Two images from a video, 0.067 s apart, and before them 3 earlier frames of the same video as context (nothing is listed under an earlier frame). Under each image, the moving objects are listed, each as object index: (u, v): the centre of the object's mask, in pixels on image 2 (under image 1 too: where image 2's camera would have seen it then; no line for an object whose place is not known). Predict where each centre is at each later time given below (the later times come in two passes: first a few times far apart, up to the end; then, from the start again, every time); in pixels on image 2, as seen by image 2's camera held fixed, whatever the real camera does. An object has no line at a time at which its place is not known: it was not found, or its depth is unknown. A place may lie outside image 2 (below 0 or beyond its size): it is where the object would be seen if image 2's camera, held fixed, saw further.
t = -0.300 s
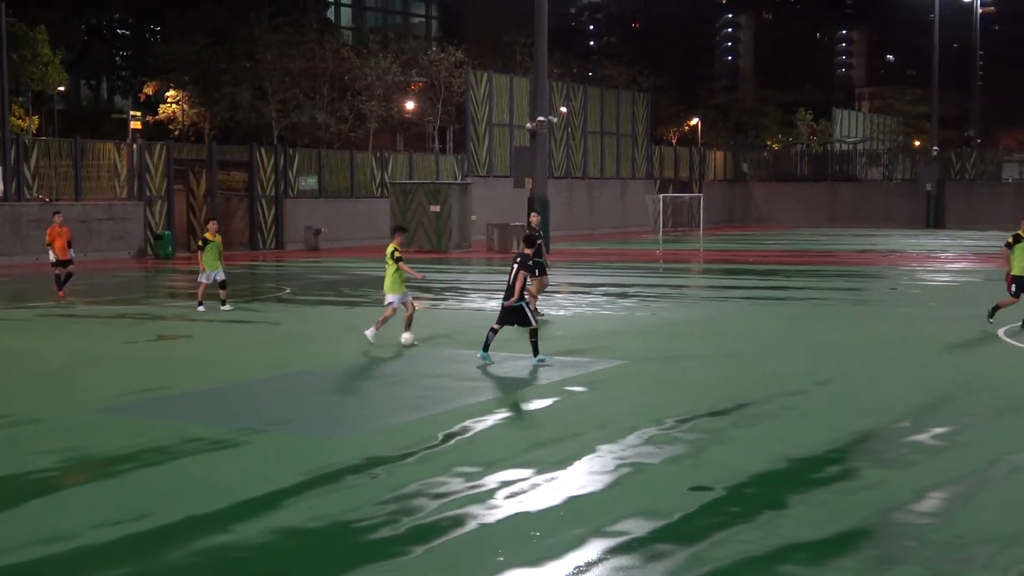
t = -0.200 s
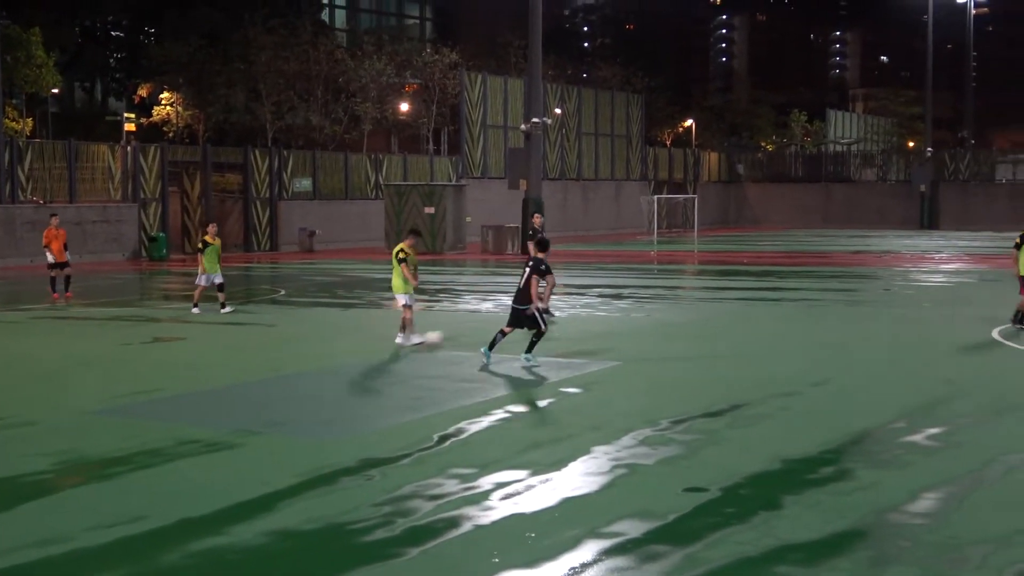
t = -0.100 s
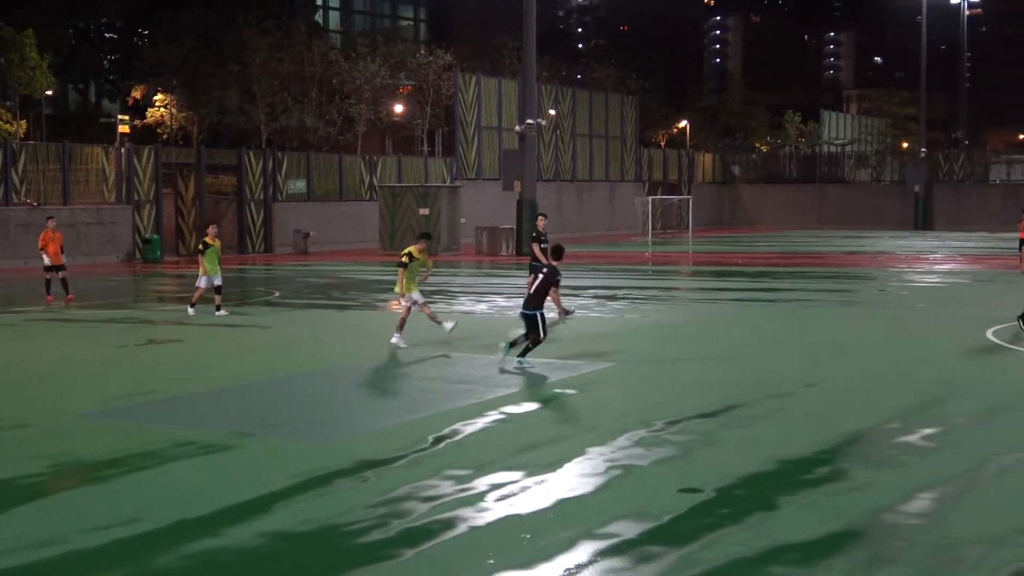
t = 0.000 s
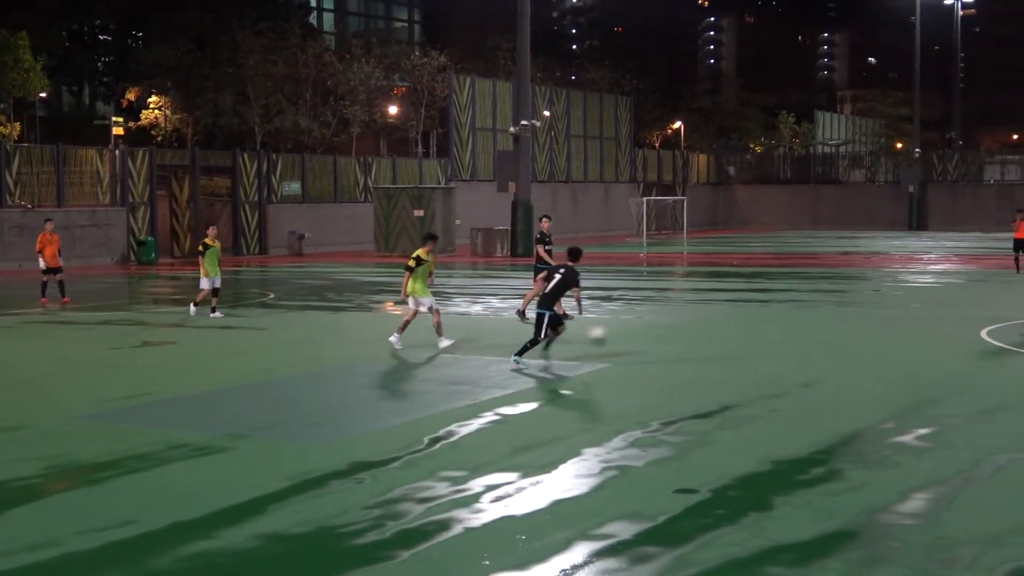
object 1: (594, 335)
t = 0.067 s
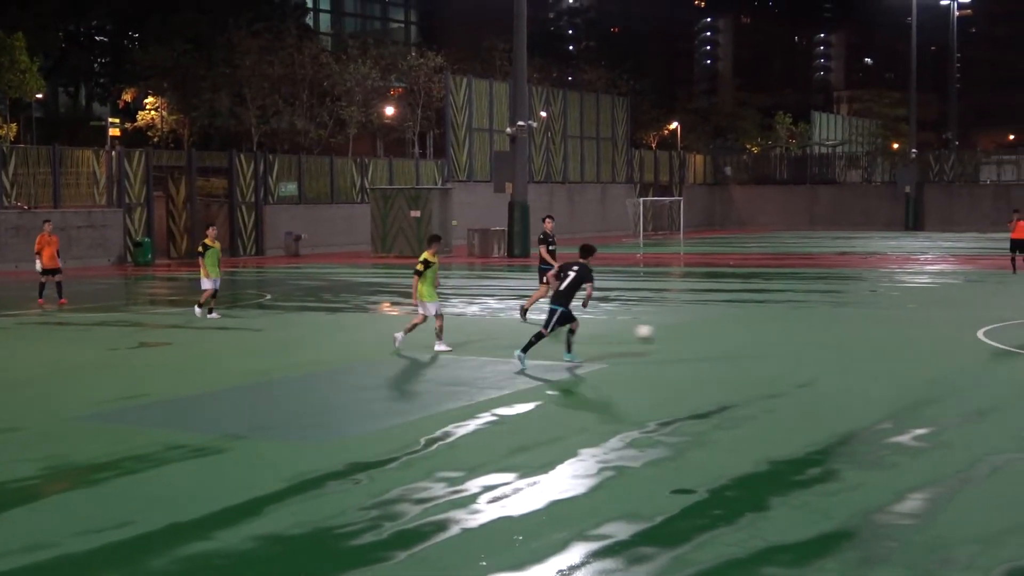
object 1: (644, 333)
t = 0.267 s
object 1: (776, 327)
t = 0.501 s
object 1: (894, 323)
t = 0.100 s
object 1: (668, 332)
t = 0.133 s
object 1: (691, 330)
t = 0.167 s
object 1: (712, 329)
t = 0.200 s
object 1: (734, 328)
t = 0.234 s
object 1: (756, 328)
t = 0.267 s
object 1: (776, 327)
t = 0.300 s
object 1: (795, 325)
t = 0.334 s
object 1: (813, 324)
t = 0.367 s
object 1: (831, 324)
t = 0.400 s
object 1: (849, 324)
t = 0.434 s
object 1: (864, 323)
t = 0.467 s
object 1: (880, 322)
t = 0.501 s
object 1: (894, 323)
